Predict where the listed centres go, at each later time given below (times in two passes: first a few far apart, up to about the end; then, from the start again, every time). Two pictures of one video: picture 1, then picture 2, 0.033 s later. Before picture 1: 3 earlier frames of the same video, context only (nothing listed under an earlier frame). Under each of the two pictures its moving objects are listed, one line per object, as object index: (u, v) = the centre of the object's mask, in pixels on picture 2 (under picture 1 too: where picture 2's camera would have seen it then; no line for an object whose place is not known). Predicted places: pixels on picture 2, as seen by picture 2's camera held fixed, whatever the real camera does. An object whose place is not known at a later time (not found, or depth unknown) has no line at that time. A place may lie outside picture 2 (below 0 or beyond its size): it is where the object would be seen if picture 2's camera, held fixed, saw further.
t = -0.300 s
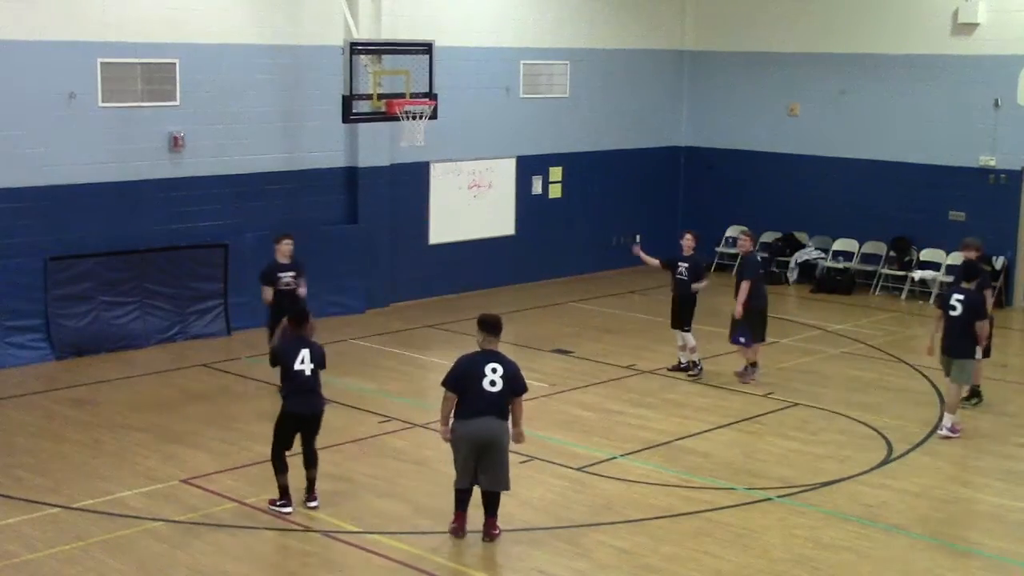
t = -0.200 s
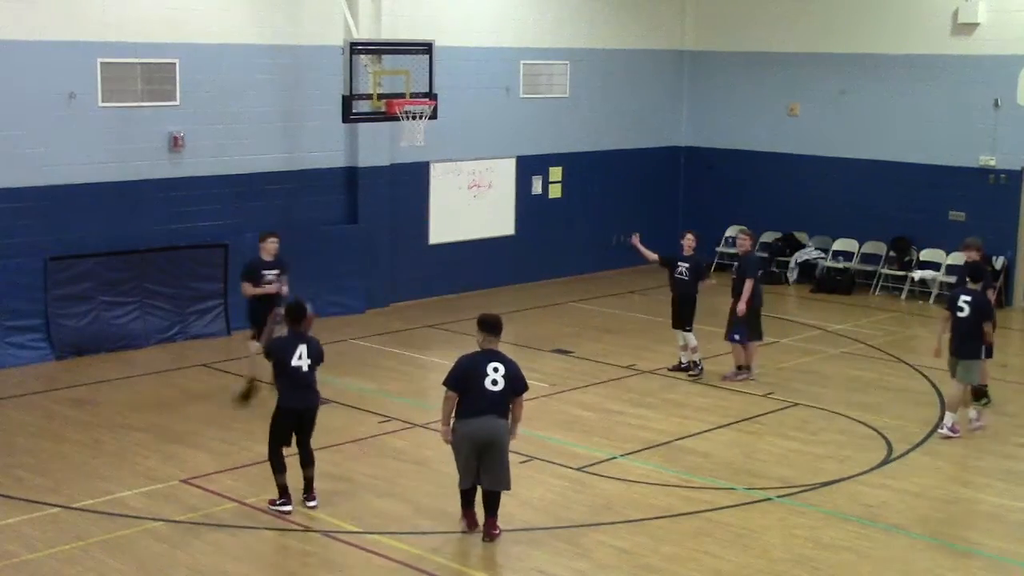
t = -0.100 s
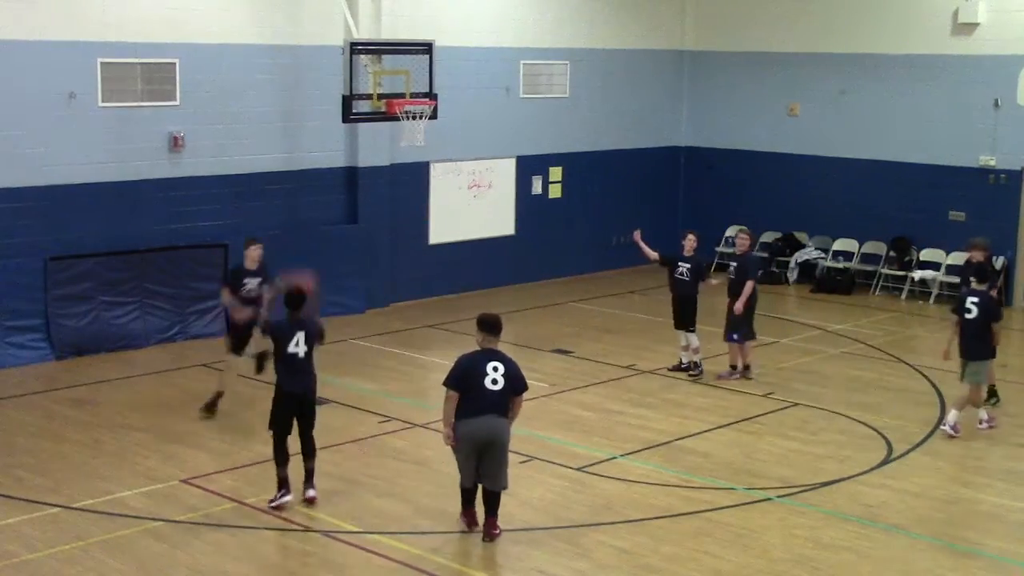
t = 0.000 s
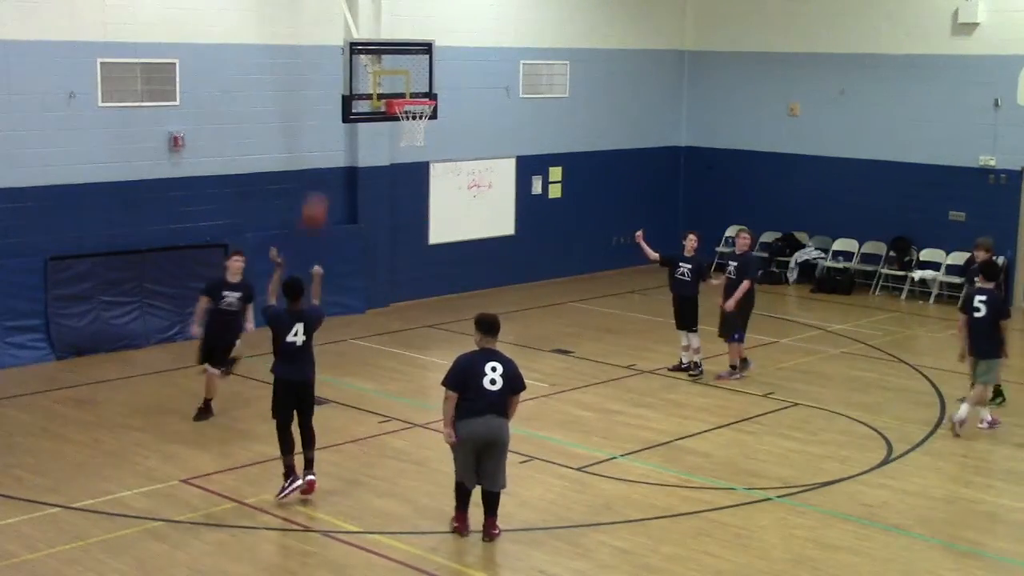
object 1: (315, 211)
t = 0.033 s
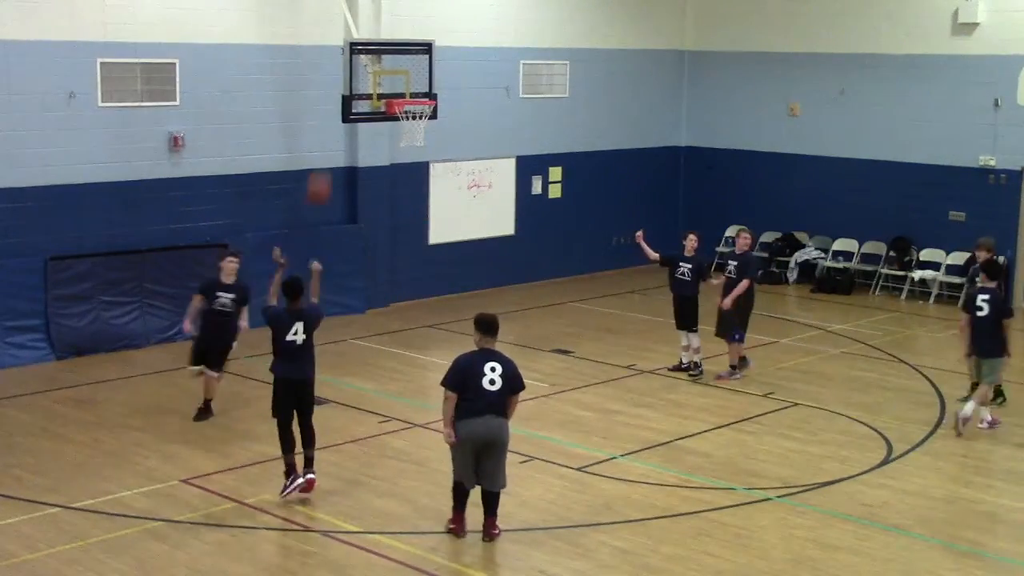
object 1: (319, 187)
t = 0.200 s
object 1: (336, 100)
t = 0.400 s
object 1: (357, 41)
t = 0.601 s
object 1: (374, 30)
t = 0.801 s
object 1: (388, 56)
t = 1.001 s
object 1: (391, 104)
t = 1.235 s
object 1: (329, 155)
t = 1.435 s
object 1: (272, 239)
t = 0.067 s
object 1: (322, 168)
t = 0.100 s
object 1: (326, 148)
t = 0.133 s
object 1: (330, 131)
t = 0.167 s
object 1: (333, 114)
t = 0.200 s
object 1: (336, 100)
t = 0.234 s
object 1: (339, 87)
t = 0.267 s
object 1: (343, 76)
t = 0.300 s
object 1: (347, 64)
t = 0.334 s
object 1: (350, 56)
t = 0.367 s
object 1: (353, 49)
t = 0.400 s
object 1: (357, 41)
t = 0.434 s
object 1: (359, 38)
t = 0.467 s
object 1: (362, 33)
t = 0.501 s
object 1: (366, 31)
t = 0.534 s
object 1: (368, 29)
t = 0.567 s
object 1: (371, 29)
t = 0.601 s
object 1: (374, 30)
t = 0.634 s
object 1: (376, 31)
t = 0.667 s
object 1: (379, 33)
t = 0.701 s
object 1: (382, 39)
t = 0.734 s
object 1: (384, 43)
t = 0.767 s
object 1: (387, 49)
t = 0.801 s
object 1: (388, 56)
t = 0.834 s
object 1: (390, 62)
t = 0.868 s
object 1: (392, 72)
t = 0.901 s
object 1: (394, 81)
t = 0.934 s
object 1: (397, 90)
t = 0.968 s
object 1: (398, 100)
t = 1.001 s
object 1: (391, 104)
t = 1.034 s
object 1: (384, 107)
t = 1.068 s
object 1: (374, 111)
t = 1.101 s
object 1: (365, 119)
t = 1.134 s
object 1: (356, 126)
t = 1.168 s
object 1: (347, 136)
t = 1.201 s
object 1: (337, 144)
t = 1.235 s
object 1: (329, 155)
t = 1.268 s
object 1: (320, 166)
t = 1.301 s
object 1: (310, 177)
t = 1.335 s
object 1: (301, 191)
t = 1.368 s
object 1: (292, 206)
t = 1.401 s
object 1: (282, 222)
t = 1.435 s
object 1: (272, 239)
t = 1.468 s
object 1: (264, 257)
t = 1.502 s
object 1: (255, 278)
